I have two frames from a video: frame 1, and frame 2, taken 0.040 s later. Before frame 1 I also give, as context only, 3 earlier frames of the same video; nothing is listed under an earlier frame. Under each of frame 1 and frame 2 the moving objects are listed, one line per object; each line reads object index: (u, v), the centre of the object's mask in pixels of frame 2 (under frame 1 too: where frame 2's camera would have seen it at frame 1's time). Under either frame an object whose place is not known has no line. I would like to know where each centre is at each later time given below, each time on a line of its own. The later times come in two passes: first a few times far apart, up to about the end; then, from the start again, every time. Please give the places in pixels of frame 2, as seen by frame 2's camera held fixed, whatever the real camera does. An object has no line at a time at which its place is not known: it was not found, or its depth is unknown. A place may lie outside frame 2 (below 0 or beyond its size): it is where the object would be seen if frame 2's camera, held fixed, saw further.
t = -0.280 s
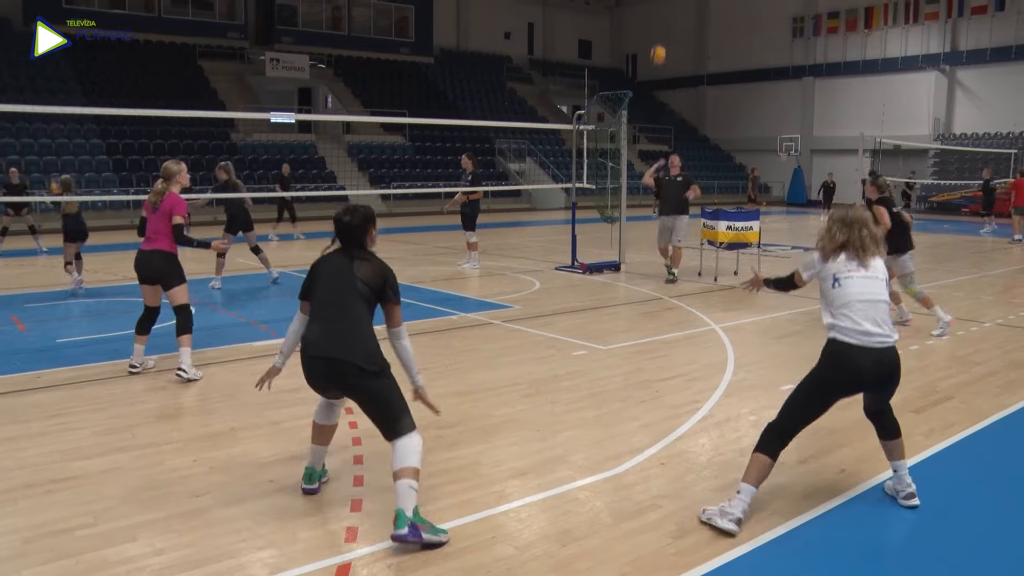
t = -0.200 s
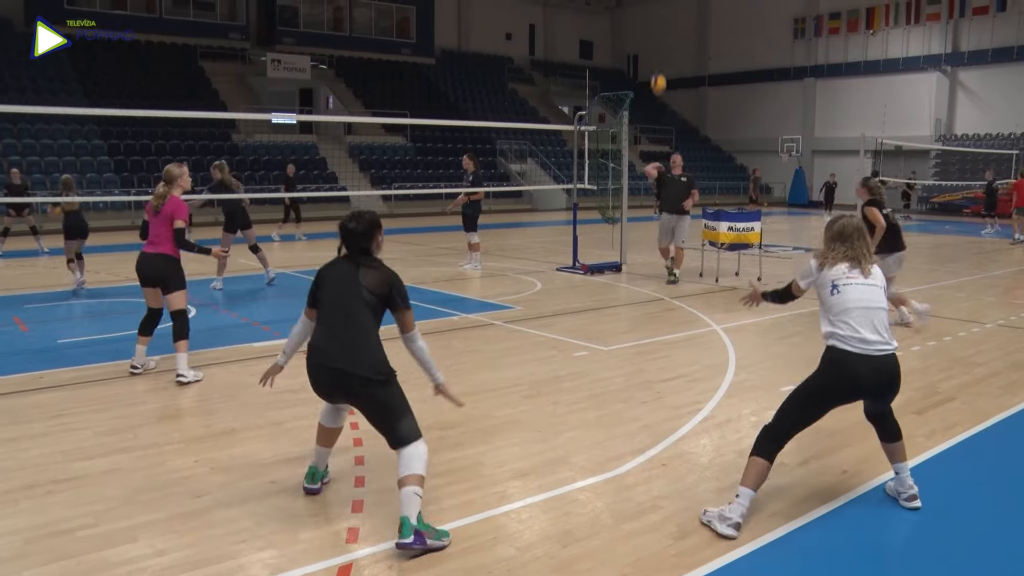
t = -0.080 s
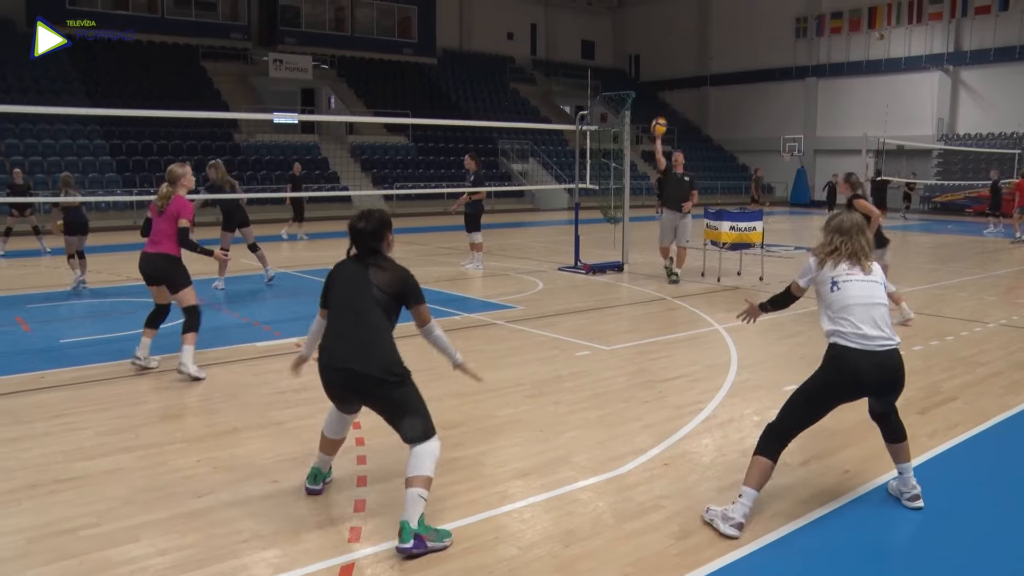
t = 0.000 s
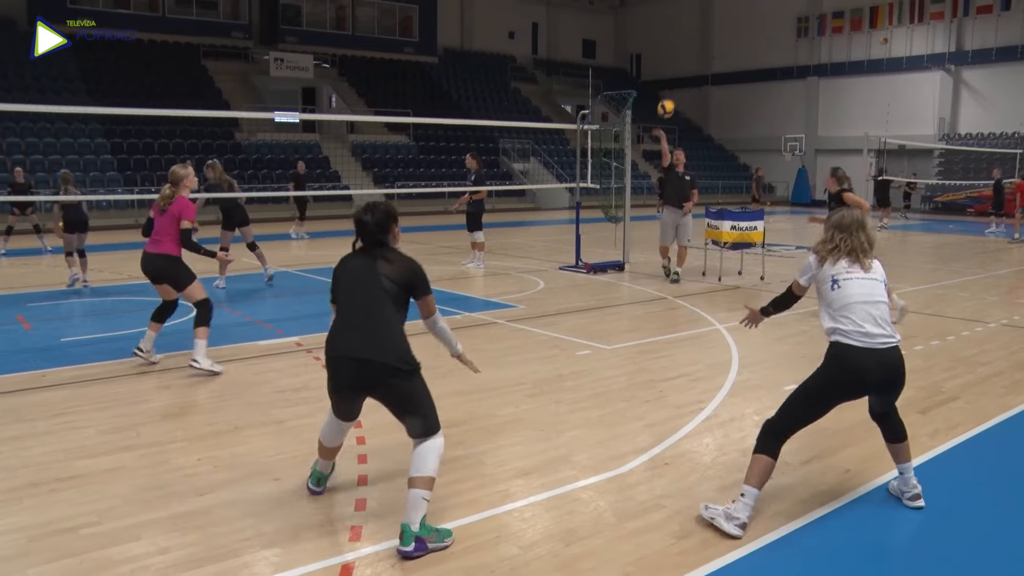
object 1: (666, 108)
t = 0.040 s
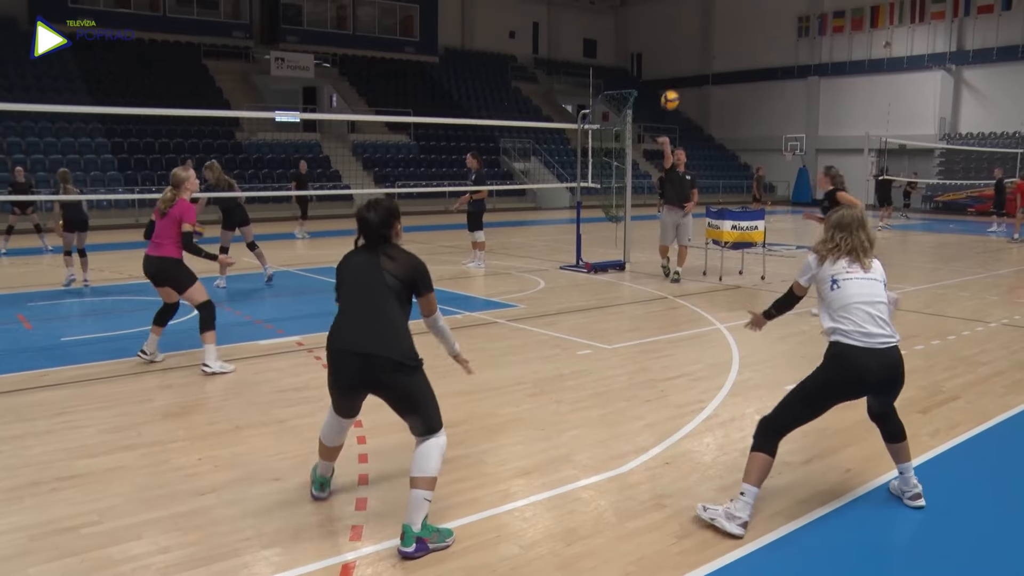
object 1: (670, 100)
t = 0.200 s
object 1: (686, 79)
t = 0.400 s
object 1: (720, 92)
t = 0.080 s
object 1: (673, 93)
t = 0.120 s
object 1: (677, 87)
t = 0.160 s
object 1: (681, 83)
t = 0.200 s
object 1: (686, 79)
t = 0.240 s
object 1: (691, 78)
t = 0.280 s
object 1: (697, 77)
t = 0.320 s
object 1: (704, 80)
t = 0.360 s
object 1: (712, 84)
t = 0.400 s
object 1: (720, 92)
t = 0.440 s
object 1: (729, 102)
